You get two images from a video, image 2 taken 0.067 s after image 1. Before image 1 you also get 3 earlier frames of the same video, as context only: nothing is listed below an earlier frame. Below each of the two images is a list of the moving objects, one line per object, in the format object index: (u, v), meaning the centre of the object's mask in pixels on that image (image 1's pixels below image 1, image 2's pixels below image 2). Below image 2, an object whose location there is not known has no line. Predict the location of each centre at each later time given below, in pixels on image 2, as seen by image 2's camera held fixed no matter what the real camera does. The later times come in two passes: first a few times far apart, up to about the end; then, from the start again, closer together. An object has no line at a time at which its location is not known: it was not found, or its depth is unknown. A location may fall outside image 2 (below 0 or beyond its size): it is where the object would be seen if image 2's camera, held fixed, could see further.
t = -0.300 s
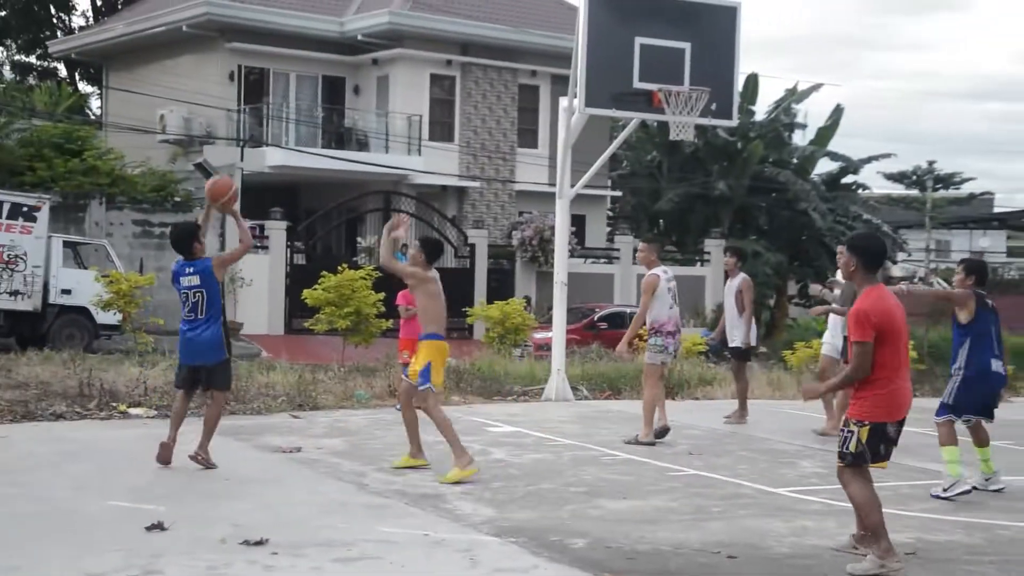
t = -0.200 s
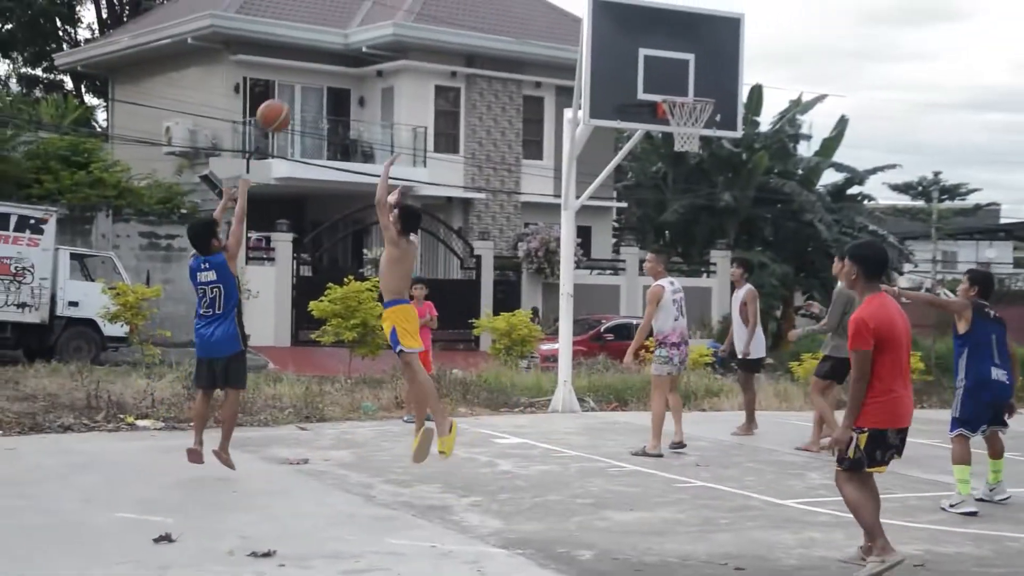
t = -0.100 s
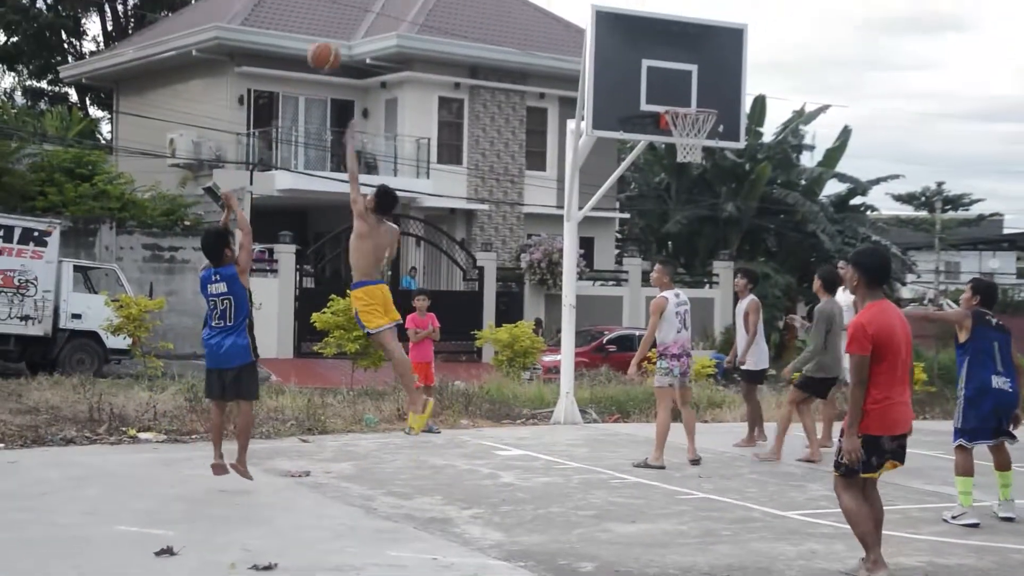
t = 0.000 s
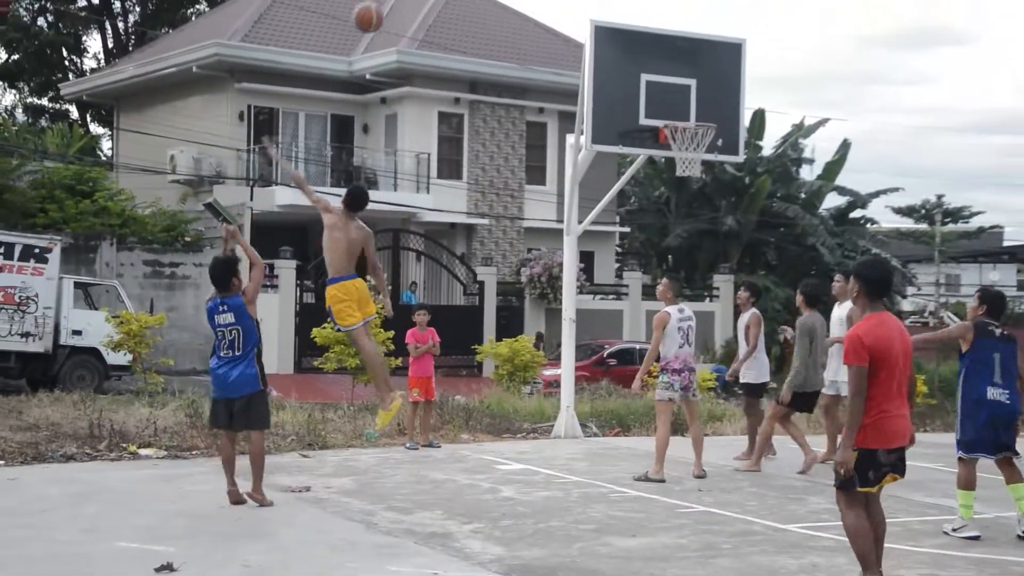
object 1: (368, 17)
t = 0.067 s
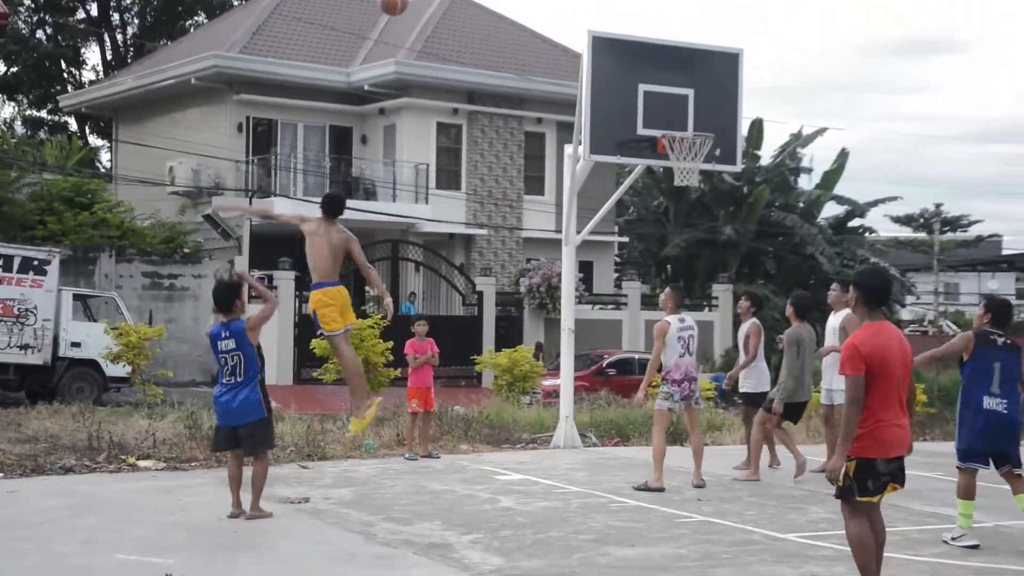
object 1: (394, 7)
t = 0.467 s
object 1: (540, -30)
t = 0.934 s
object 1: (666, 126)
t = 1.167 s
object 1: (657, 96)
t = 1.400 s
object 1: (647, 124)
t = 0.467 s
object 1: (540, -30)
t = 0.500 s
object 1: (548, -29)
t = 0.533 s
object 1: (555, -26)
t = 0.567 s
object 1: (564, -22)
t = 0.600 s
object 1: (574, -14)
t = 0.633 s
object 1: (586, -5)
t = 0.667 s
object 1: (598, 6)
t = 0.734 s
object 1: (616, 30)
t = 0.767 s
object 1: (623, 44)
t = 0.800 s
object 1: (631, 58)
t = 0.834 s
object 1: (640, 73)
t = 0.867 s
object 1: (649, 91)
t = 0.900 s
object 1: (658, 109)
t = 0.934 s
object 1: (666, 126)
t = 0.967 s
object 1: (665, 118)
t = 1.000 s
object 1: (664, 112)
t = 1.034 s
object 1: (663, 107)
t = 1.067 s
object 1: (662, 103)
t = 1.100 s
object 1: (660, 99)
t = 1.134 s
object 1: (658, 97)
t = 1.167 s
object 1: (657, 96)
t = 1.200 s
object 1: (656, 95)
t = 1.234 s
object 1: (655, 97)
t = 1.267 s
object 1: (654, 100)
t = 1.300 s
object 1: (652, 104)
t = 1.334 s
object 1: (651, 109)
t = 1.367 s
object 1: (649, 115)
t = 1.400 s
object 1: (647, 124)
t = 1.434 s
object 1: (645, 133)
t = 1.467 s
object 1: (644, 142)
